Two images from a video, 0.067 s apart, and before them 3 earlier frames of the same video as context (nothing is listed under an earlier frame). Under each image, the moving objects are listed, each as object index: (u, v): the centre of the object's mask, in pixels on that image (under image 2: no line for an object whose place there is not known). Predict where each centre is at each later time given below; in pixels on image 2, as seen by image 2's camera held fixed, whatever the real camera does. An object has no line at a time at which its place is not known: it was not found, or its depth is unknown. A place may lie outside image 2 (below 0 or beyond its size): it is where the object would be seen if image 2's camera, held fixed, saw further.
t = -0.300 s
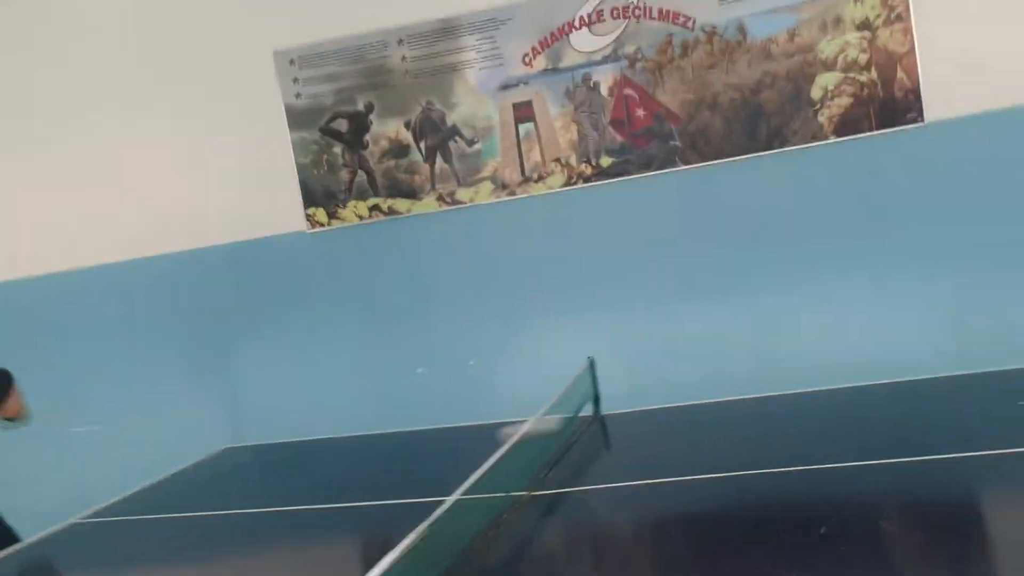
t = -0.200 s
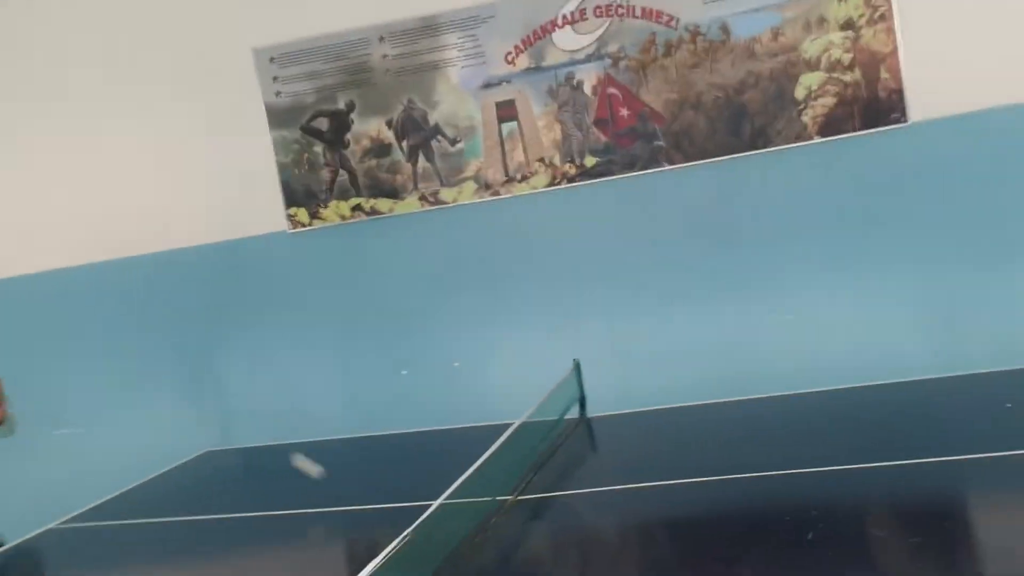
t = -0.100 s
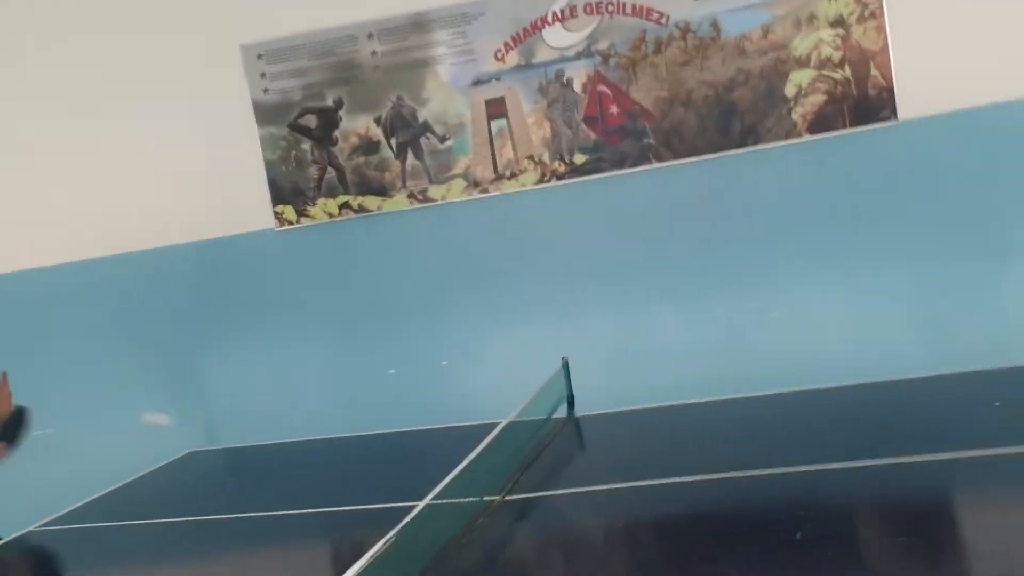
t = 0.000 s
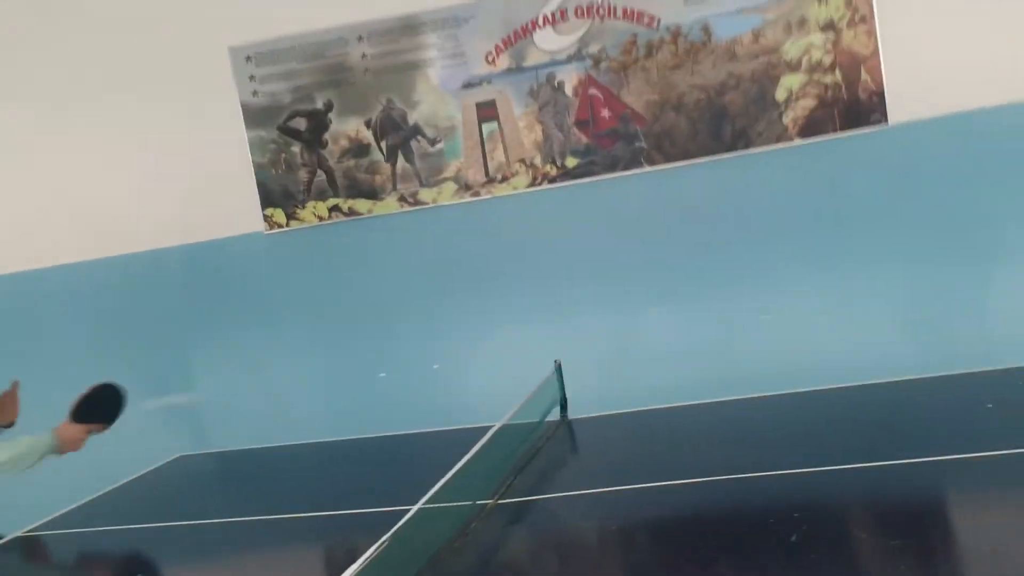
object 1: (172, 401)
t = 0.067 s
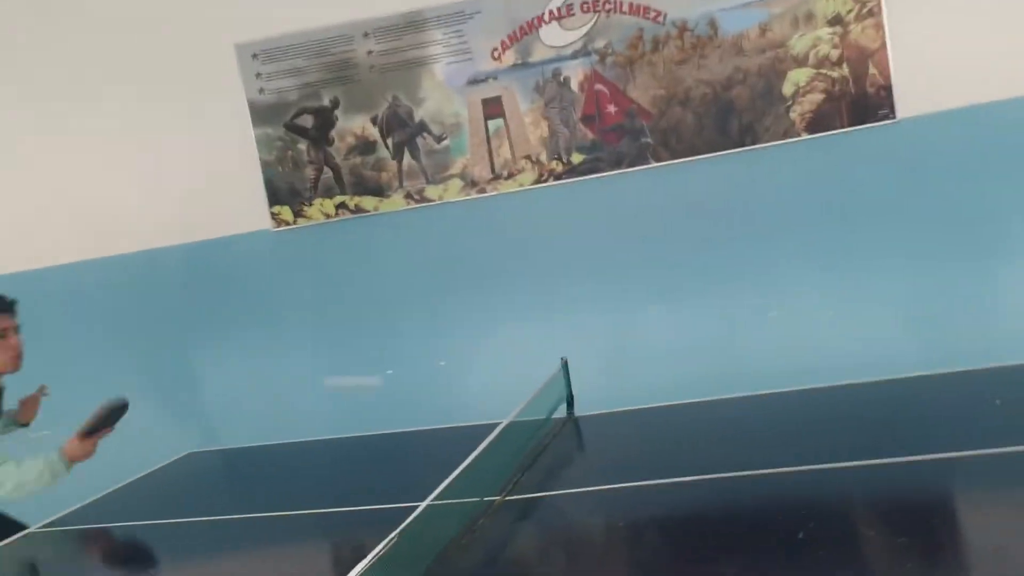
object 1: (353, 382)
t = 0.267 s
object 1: (878, 361)
